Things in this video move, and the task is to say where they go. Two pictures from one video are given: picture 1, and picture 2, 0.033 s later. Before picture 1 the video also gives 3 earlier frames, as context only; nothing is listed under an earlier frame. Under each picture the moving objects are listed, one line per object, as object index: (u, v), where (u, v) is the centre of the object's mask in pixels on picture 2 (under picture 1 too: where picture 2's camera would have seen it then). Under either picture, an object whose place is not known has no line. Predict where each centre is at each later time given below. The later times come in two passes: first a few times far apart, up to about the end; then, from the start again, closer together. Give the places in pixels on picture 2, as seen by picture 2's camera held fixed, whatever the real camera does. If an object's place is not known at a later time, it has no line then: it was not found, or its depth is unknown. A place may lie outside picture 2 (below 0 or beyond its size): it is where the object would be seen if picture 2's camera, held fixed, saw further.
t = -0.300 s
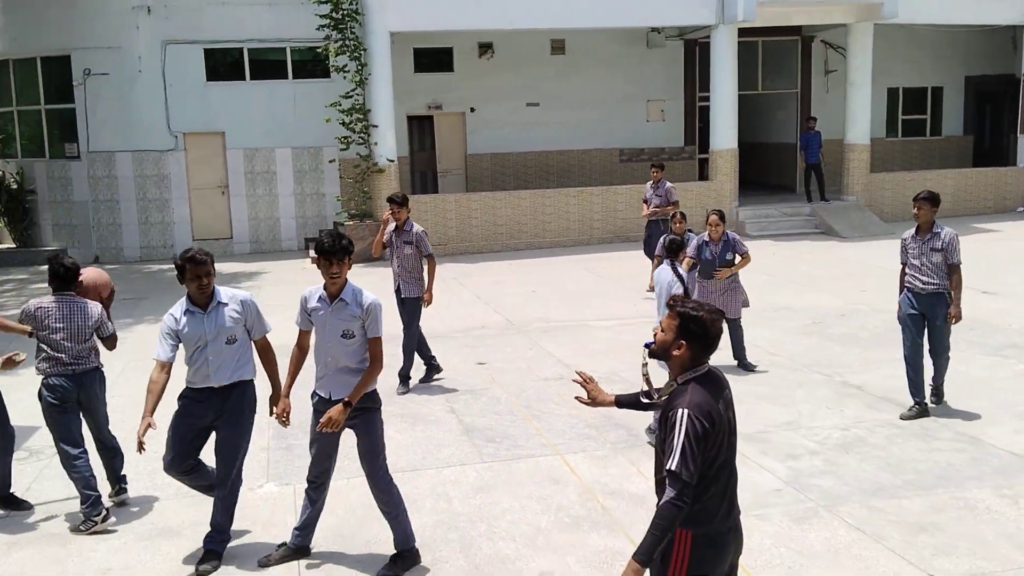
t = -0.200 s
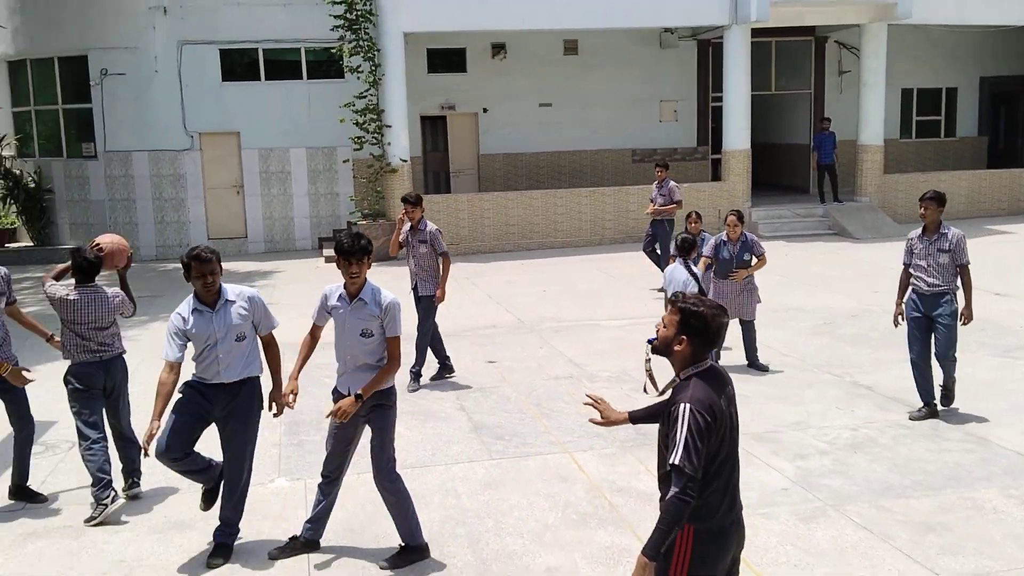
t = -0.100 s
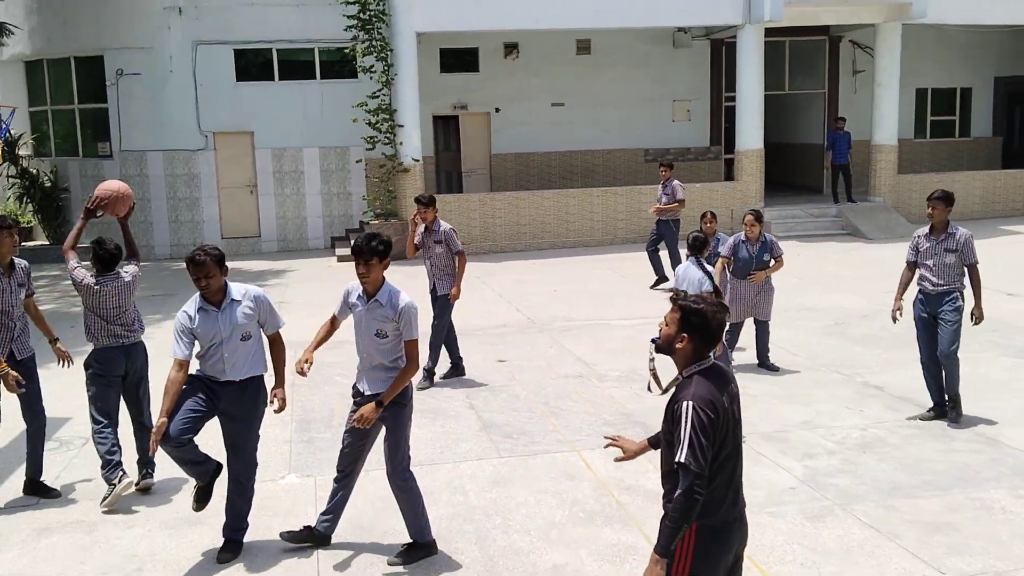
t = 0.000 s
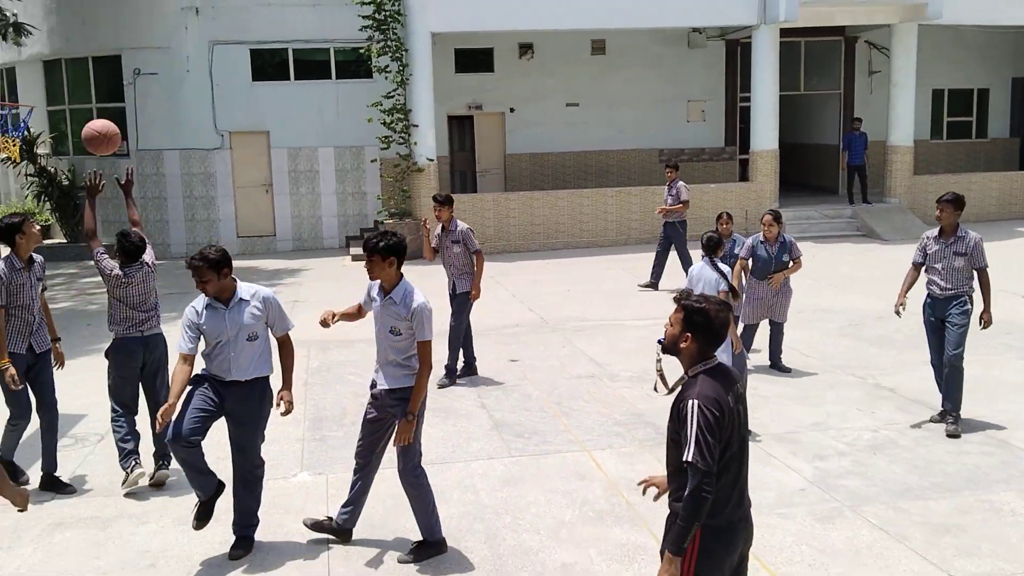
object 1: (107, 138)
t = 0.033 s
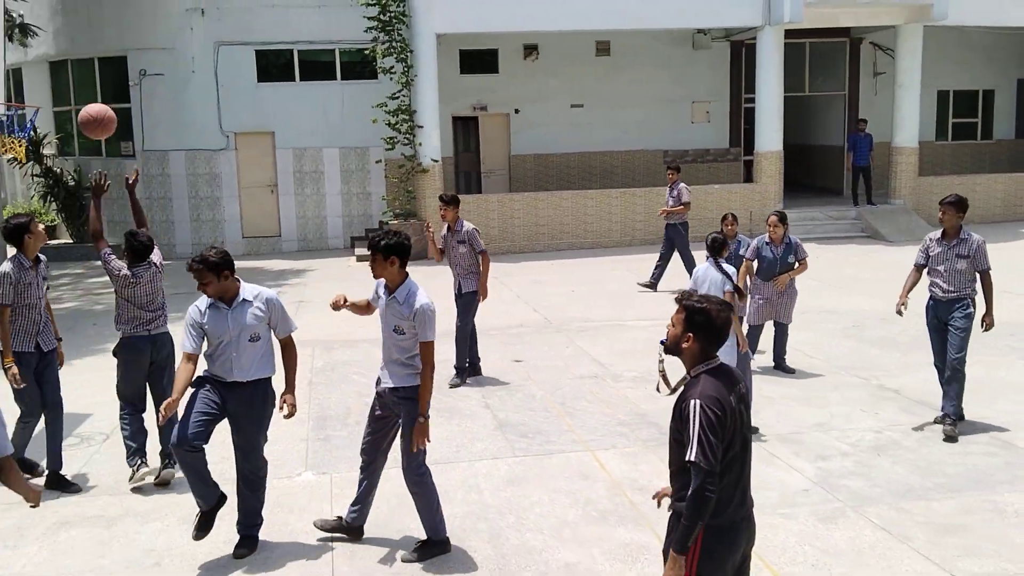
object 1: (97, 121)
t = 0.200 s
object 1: (53, 66)
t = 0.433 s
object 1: (6, 58)
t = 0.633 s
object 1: (-5, 78)
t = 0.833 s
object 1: (31, 78)
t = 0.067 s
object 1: (88, 106)
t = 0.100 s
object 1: (80, 93)
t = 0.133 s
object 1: (70, 82)
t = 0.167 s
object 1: (62, 73)
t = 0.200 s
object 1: (53, 66)
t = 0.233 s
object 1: (45, 60)
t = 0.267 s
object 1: (38, 55)
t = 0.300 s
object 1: (31, 53)
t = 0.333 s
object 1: (24, 52)
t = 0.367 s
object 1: (18, 52)
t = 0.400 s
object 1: (12, 55)
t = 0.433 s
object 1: (6, 58)
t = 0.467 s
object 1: (0, 63)
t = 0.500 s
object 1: (-6, 70)
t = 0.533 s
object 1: (-11, 77)
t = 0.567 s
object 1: (-16, 86)
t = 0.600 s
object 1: (-10, 83)
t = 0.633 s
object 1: (-5, 78)
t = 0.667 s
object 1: (1, 74)
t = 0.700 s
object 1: (7, 72)
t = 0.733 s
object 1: (13, 71)
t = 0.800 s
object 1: (25, 74)
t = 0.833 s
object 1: (31, 78)
